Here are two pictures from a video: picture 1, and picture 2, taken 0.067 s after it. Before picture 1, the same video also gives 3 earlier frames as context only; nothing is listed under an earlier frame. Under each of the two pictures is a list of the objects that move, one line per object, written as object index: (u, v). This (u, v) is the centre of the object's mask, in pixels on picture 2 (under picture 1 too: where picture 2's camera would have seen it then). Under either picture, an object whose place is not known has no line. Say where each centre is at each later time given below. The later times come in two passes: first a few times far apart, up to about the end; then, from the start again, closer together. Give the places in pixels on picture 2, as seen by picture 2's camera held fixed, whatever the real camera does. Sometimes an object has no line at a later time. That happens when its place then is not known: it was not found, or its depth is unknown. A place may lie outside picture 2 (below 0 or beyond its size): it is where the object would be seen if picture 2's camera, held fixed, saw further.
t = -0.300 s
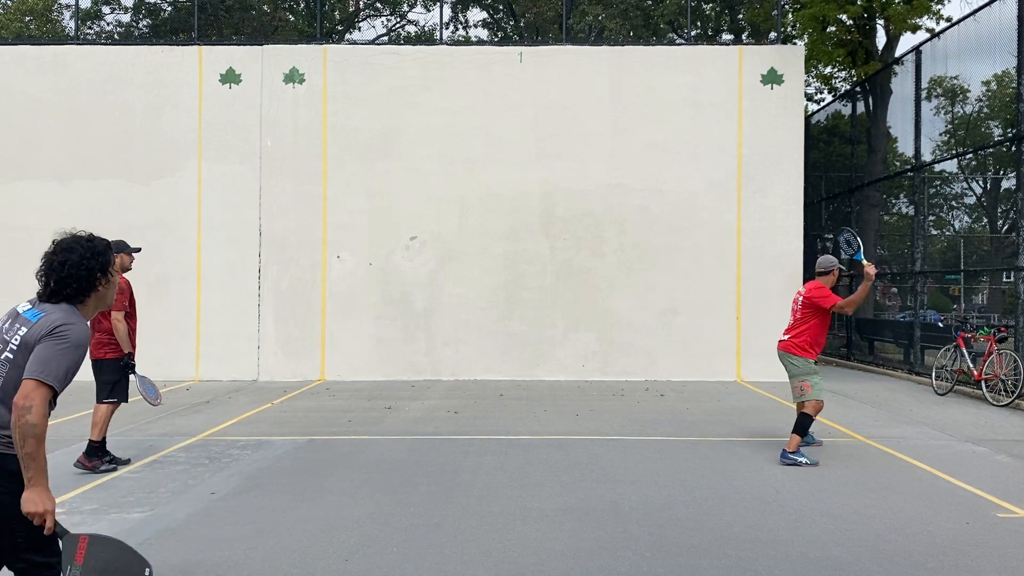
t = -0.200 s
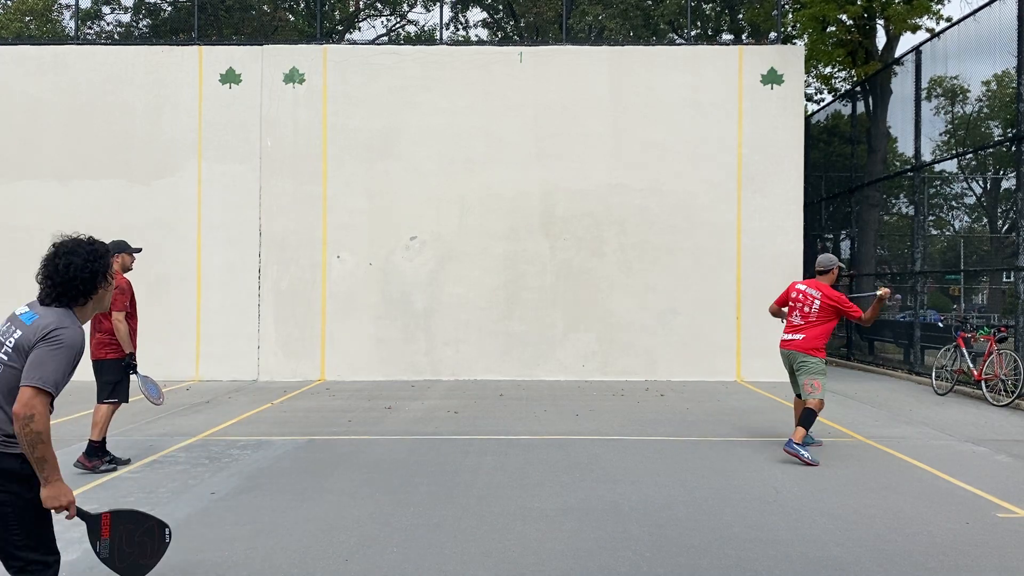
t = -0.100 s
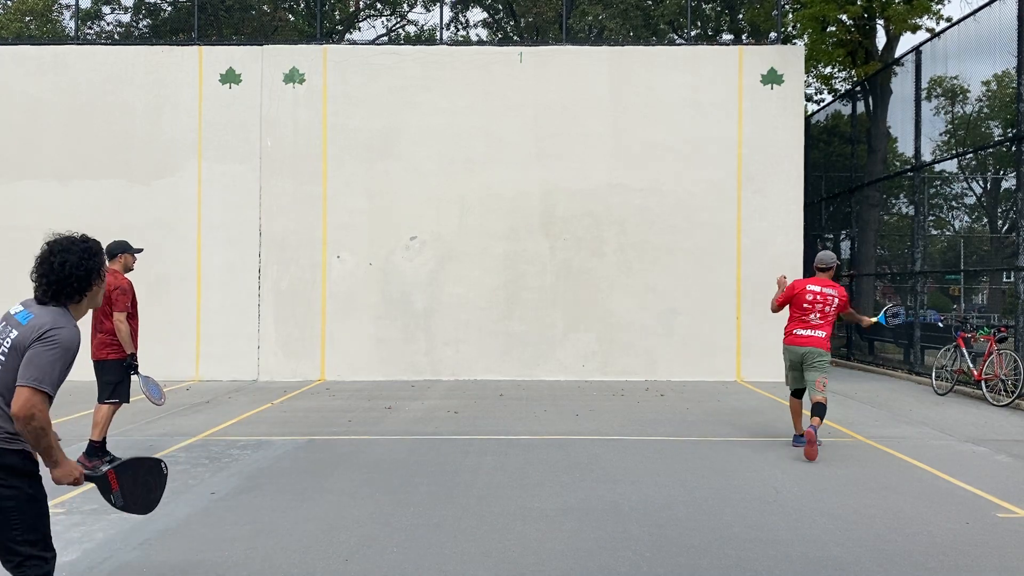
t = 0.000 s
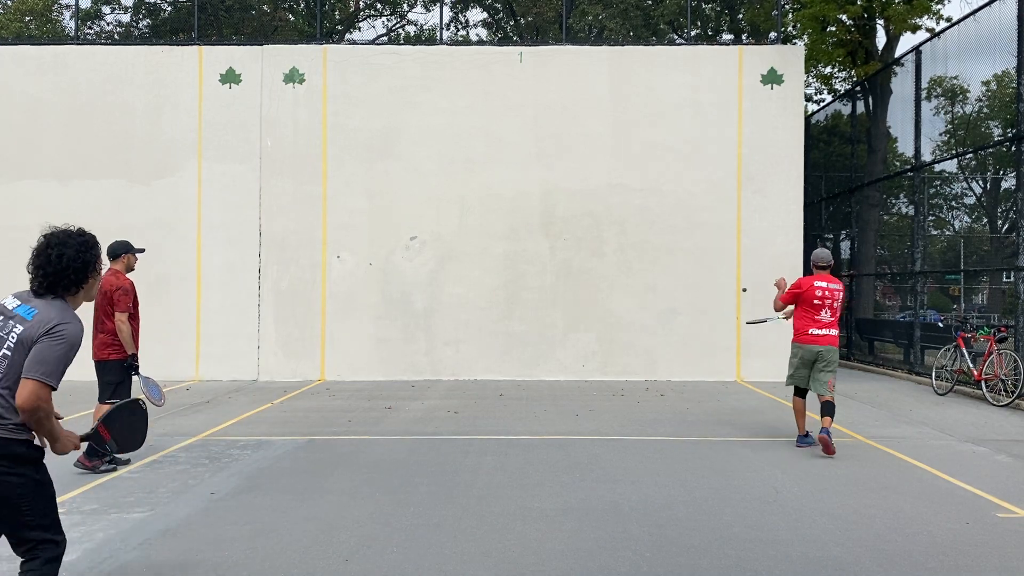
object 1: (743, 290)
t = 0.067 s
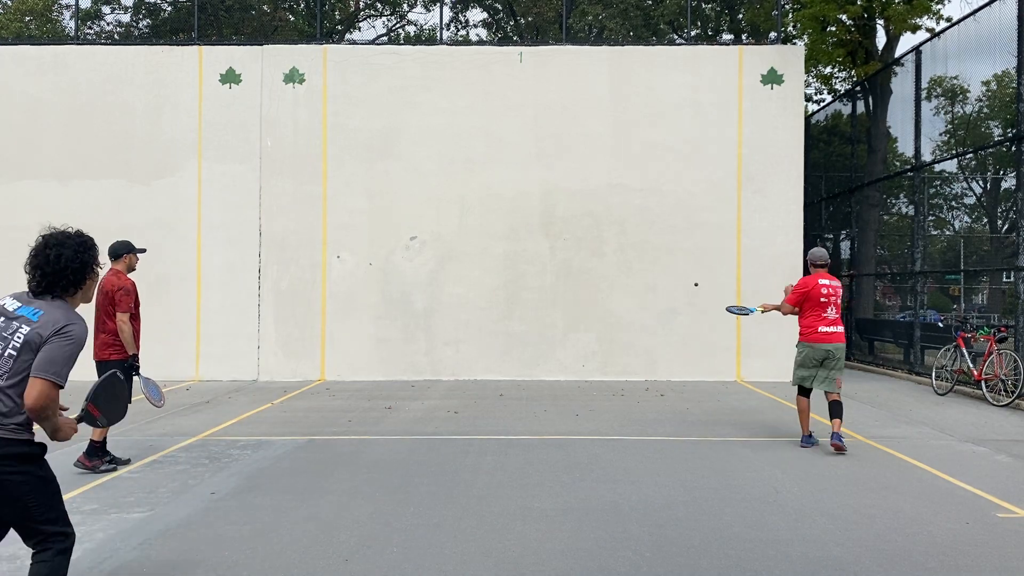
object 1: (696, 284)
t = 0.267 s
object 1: (671, 295)
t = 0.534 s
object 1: (597, 407)
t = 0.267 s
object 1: (671, 295)
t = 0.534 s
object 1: (597, 407)
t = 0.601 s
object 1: (562, 475)
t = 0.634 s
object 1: (540, 521)
